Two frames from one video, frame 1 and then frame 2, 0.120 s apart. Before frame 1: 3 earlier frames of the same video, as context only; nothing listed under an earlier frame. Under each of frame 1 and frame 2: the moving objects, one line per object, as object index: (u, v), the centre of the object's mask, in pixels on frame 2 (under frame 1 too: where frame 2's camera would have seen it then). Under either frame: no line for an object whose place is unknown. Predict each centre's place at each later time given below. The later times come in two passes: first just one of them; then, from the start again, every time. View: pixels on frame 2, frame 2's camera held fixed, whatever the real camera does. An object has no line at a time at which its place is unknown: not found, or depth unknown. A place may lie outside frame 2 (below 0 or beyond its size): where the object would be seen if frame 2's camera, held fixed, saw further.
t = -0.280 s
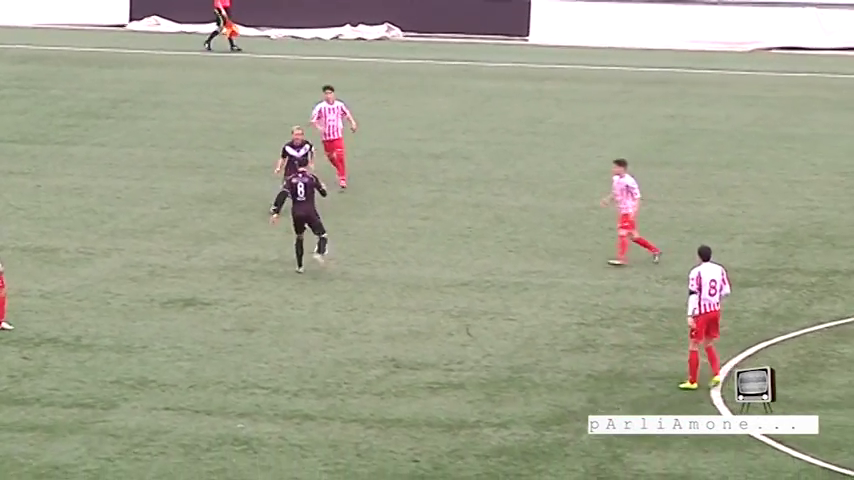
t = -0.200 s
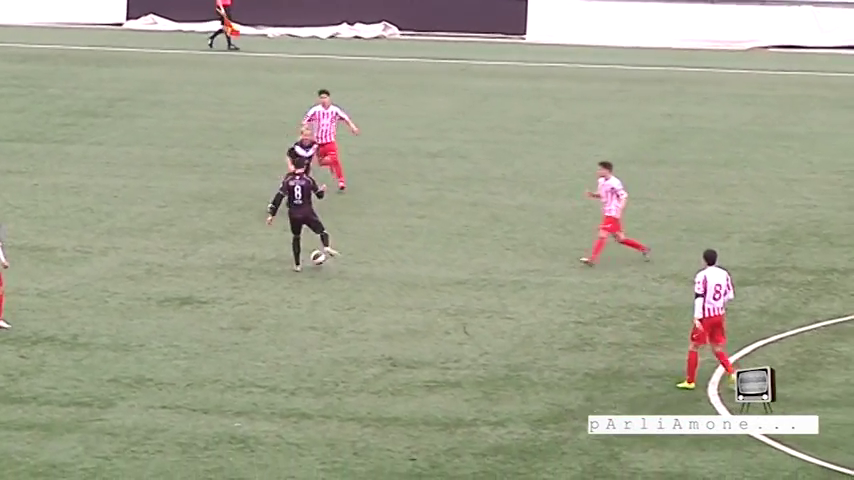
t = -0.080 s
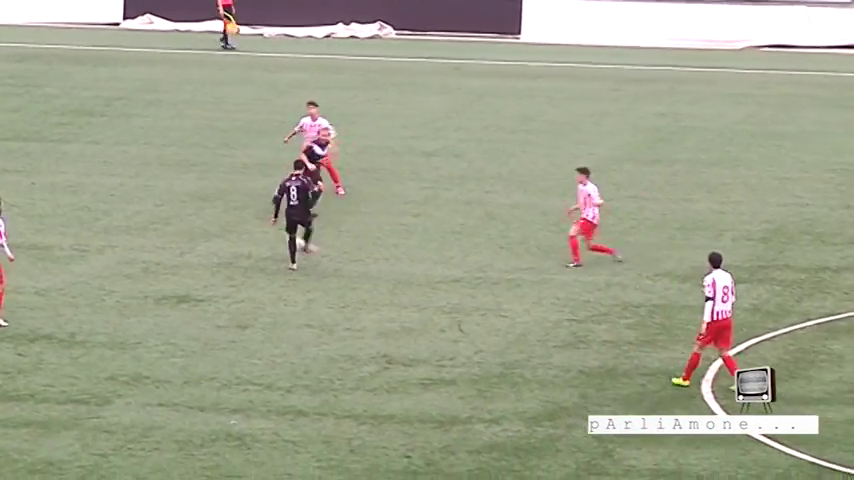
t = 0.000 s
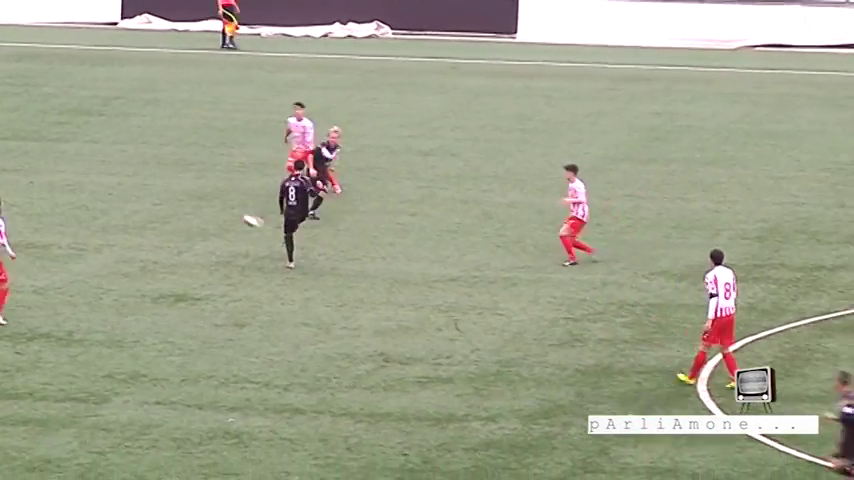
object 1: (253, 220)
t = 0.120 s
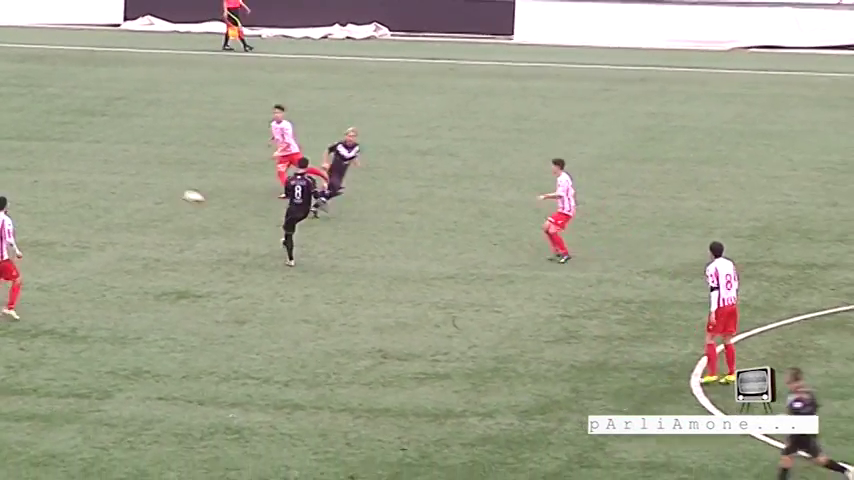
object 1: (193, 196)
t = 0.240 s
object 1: (136, 184)
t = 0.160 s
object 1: (173, 192)
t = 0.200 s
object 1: (155, 188)
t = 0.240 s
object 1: (136, 184)
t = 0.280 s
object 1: (117, 183)
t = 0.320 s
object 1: (101, 182)
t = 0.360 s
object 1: (82, 182)
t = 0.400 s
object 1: (65, 184)
